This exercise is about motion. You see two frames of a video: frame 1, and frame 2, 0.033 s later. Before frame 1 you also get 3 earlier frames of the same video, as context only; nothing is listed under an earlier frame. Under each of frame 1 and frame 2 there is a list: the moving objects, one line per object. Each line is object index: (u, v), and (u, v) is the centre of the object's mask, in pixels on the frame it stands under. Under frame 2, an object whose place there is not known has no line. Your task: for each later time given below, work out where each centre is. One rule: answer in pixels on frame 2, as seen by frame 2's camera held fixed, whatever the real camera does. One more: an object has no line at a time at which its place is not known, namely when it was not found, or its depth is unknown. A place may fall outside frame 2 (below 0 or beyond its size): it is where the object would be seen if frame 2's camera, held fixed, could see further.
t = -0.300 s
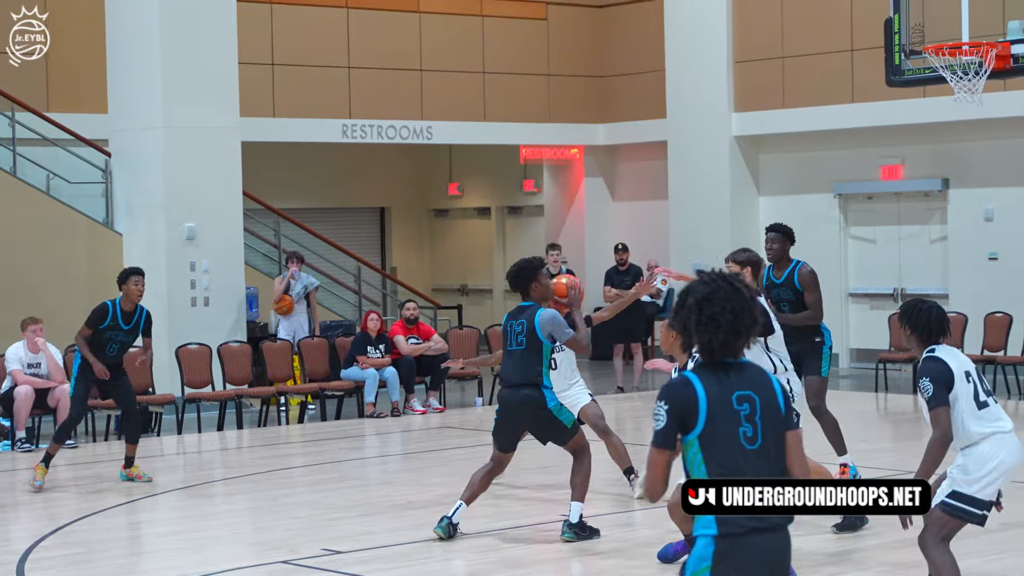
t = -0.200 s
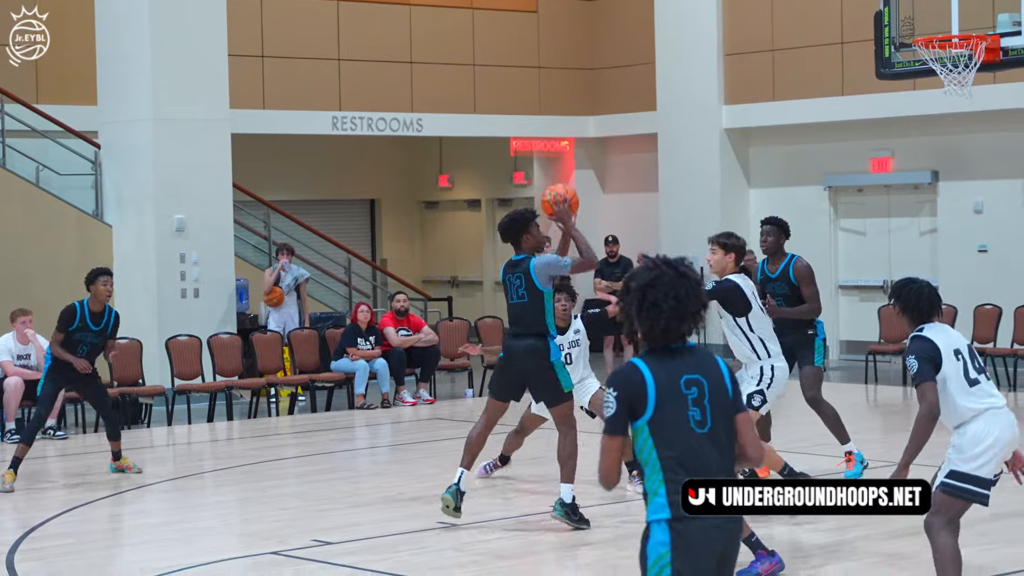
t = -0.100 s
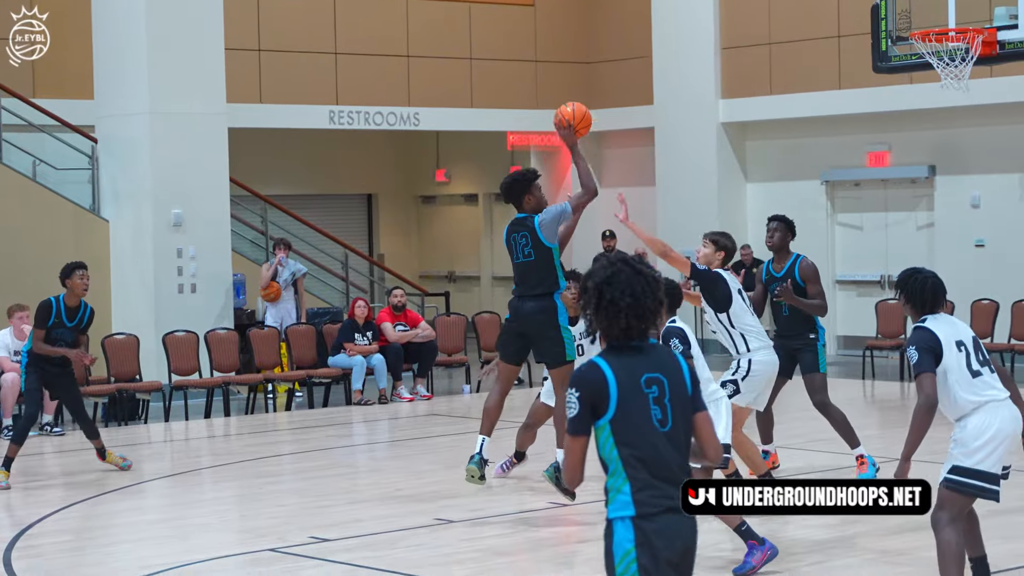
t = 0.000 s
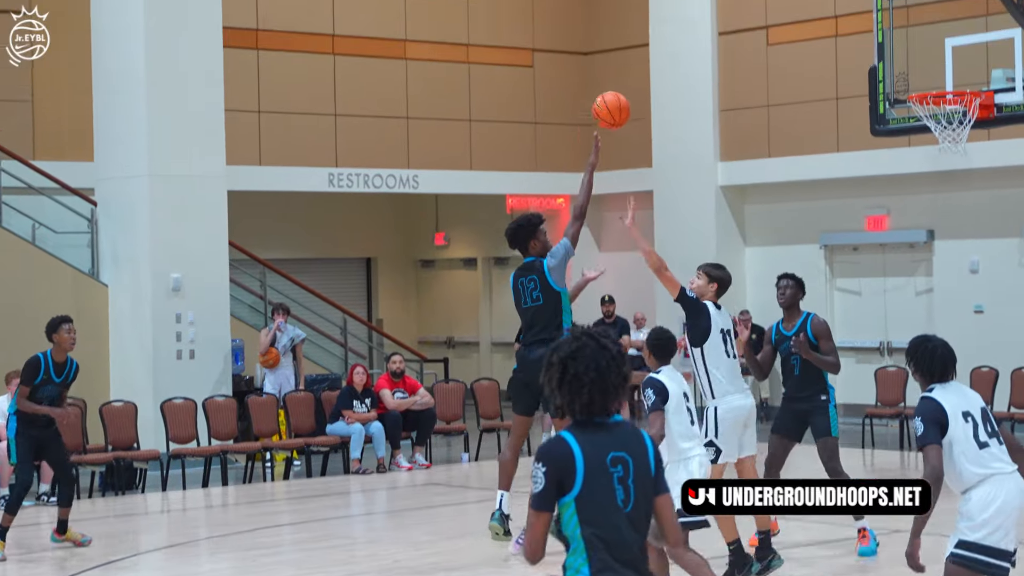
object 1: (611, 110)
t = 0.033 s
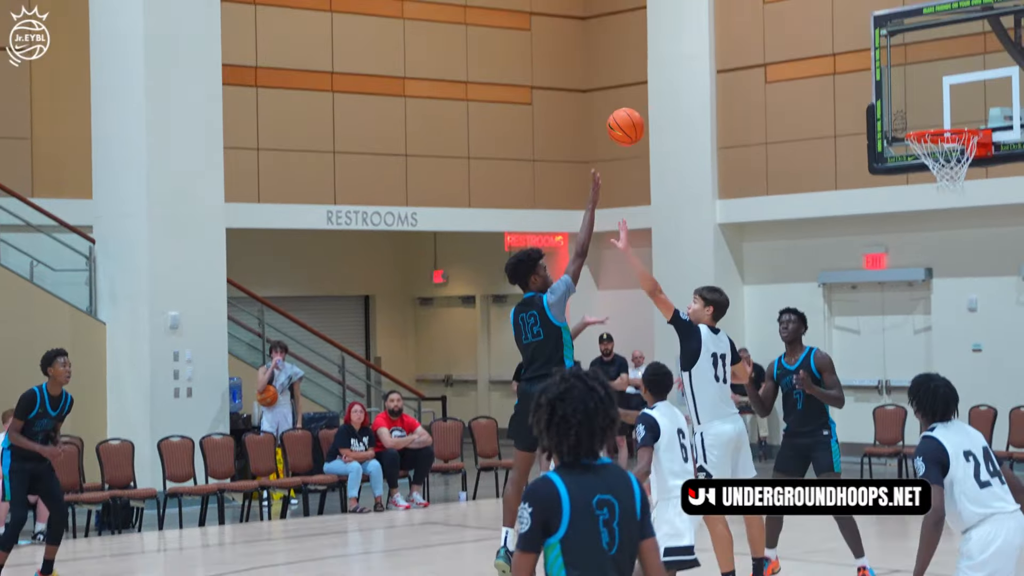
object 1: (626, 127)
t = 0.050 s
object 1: (633, 116)
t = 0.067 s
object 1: (640, 107)
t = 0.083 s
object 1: (647, 99)
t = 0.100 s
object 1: (654, 92)
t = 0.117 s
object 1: (661, 84)
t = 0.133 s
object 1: (669, 77)
